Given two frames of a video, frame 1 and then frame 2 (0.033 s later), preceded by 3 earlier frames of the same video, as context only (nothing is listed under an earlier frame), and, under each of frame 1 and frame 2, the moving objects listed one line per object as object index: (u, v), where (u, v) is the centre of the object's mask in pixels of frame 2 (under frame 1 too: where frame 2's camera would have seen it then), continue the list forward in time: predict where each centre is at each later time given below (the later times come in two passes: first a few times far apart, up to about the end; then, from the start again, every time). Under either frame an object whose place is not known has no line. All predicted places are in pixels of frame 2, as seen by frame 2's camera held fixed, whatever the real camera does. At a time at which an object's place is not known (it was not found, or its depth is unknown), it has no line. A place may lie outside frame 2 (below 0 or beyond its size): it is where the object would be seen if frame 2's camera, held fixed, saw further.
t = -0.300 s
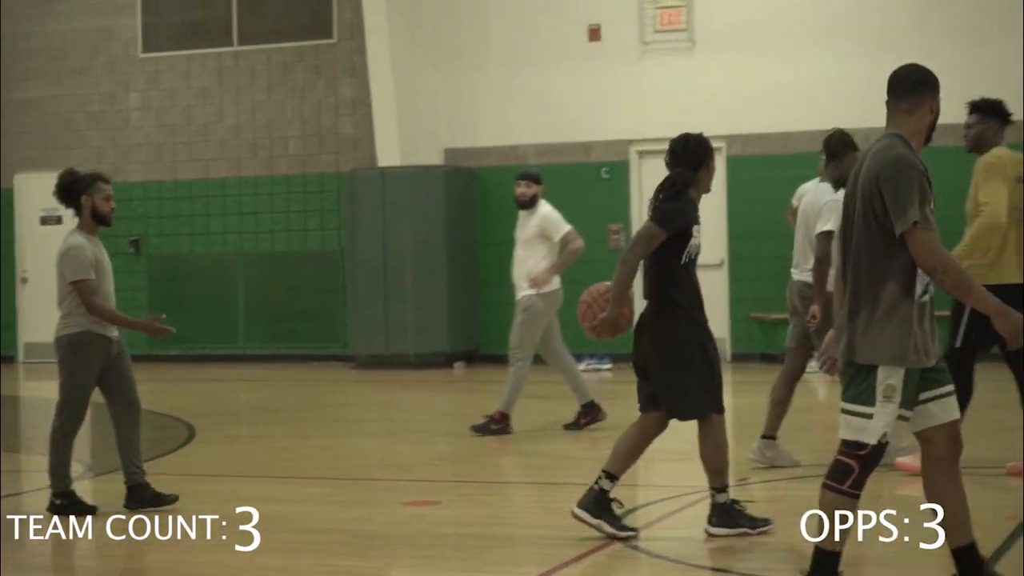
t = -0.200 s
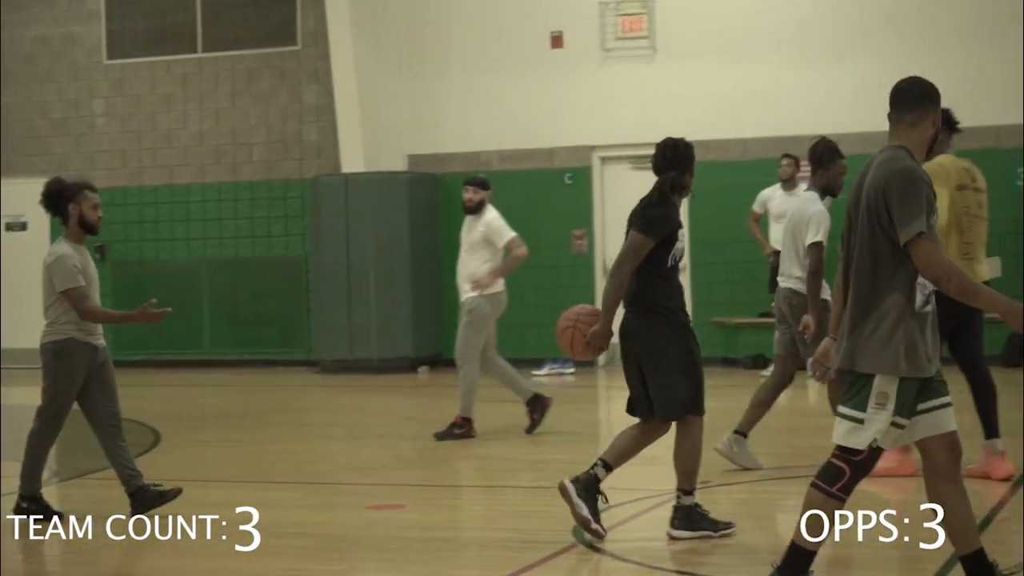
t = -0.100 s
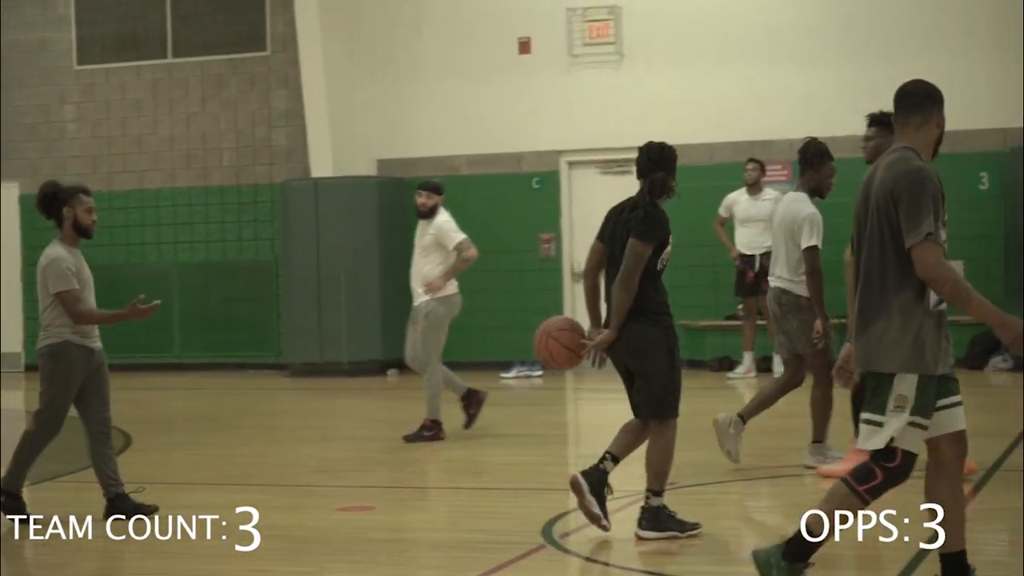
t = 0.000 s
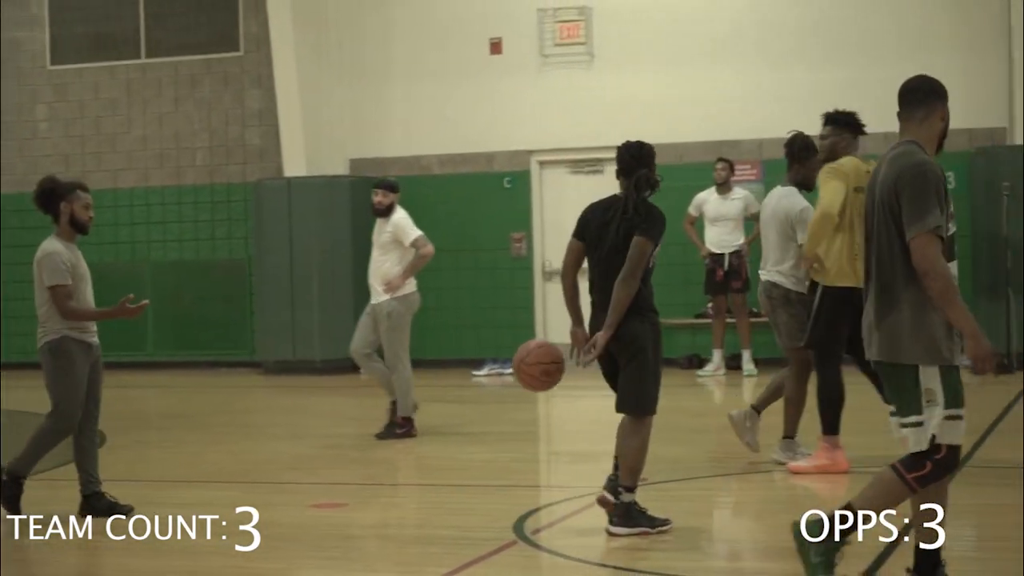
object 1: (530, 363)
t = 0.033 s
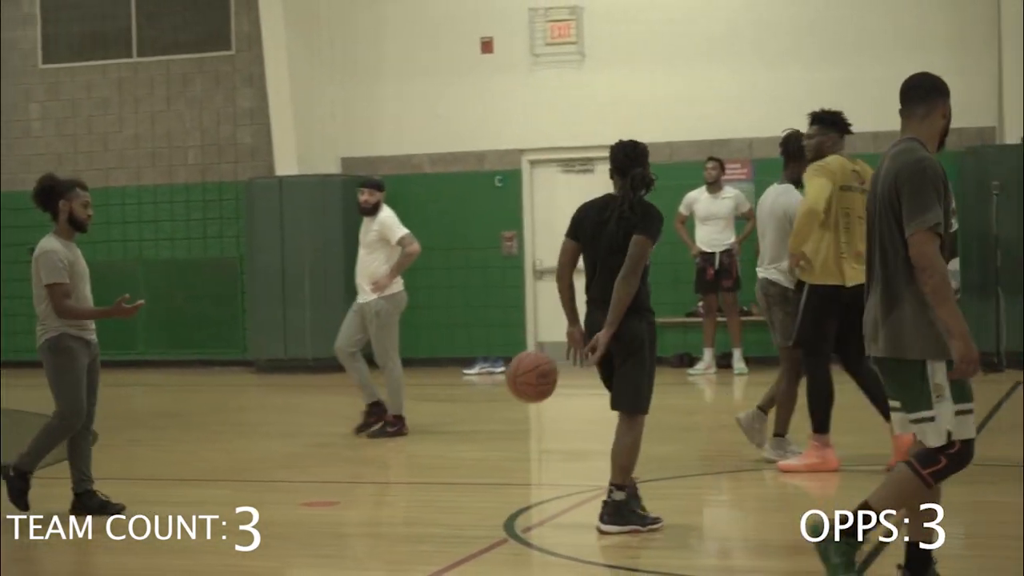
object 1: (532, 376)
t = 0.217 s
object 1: (545, 486)
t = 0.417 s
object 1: (526, 397)
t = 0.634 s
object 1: (503, 382)
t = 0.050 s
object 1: (532, 383)
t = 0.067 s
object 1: (534, 391)
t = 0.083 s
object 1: (535, 400)
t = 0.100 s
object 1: (536, 409)
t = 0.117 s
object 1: (537, 418)
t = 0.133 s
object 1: (539, 428)
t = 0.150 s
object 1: (540, 439)
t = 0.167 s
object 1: (541, 450)
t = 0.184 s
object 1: (543, 462)
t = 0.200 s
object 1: (544, 474)
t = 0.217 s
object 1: (545, 486)
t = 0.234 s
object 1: (545, 486)
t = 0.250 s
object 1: (543, 475)
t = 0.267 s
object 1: (541, 466)
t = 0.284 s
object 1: (540, 455)
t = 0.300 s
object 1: (538, 446)
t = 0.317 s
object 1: (537, 437)
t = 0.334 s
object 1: (535, 429)
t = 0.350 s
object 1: (533, 422)
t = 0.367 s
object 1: (532, 415)
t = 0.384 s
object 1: (530, 409)
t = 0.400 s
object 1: (528, 403)
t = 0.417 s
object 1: (526, 397)
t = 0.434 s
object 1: (524, 393)
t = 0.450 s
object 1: (524, 389)
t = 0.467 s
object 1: (521, 386)
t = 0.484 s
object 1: (519, 383)
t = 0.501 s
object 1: (518, 380)
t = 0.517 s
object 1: (516, 379)
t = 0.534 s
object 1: (514, 377)
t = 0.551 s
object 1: (512, 376)
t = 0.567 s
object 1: (511, 376)
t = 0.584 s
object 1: (509, 377)
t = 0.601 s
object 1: (507, 378)
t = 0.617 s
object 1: (505, 379)
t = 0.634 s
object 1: (503, 382)
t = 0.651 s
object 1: (502, 384)
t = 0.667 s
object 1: (500, 387)
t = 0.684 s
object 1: (498, 390)
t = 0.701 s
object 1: (496, 396)
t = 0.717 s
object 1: (494, 400)
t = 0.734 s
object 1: (493, 406)
